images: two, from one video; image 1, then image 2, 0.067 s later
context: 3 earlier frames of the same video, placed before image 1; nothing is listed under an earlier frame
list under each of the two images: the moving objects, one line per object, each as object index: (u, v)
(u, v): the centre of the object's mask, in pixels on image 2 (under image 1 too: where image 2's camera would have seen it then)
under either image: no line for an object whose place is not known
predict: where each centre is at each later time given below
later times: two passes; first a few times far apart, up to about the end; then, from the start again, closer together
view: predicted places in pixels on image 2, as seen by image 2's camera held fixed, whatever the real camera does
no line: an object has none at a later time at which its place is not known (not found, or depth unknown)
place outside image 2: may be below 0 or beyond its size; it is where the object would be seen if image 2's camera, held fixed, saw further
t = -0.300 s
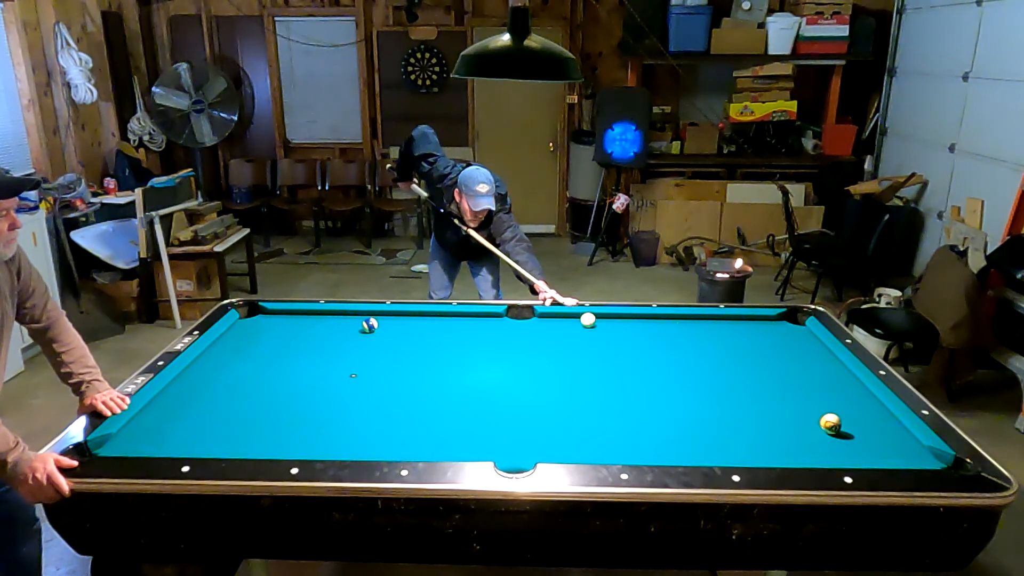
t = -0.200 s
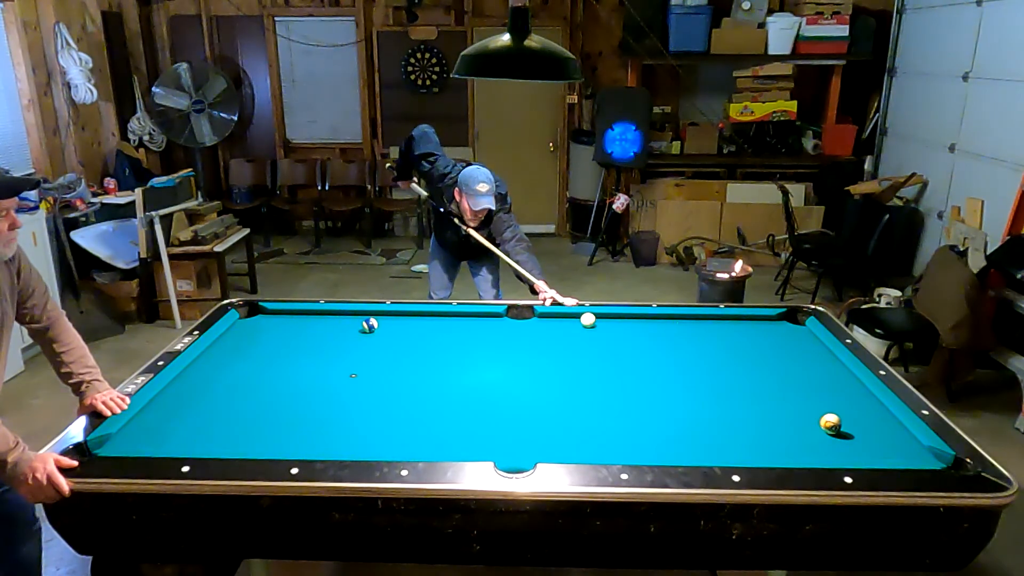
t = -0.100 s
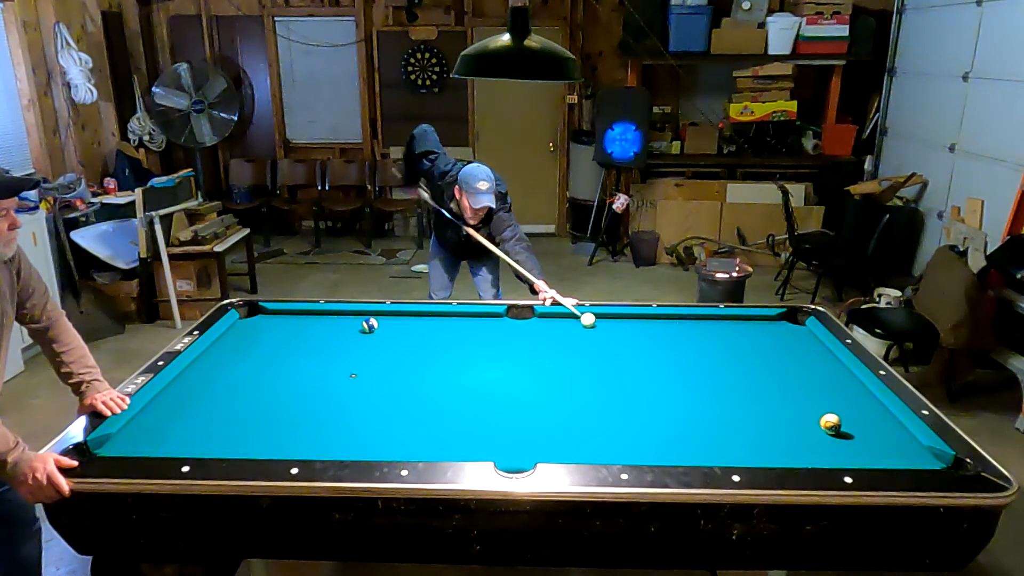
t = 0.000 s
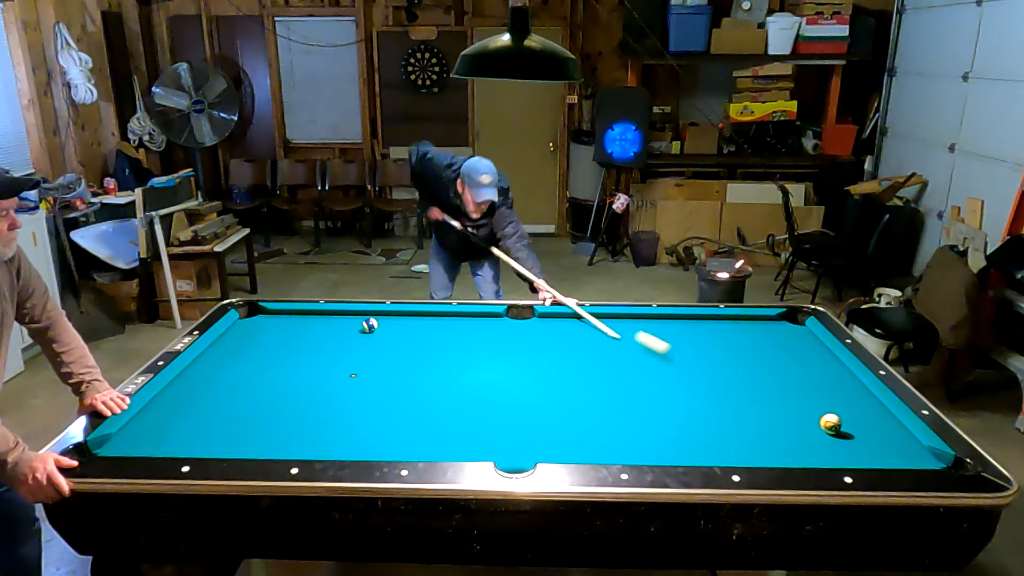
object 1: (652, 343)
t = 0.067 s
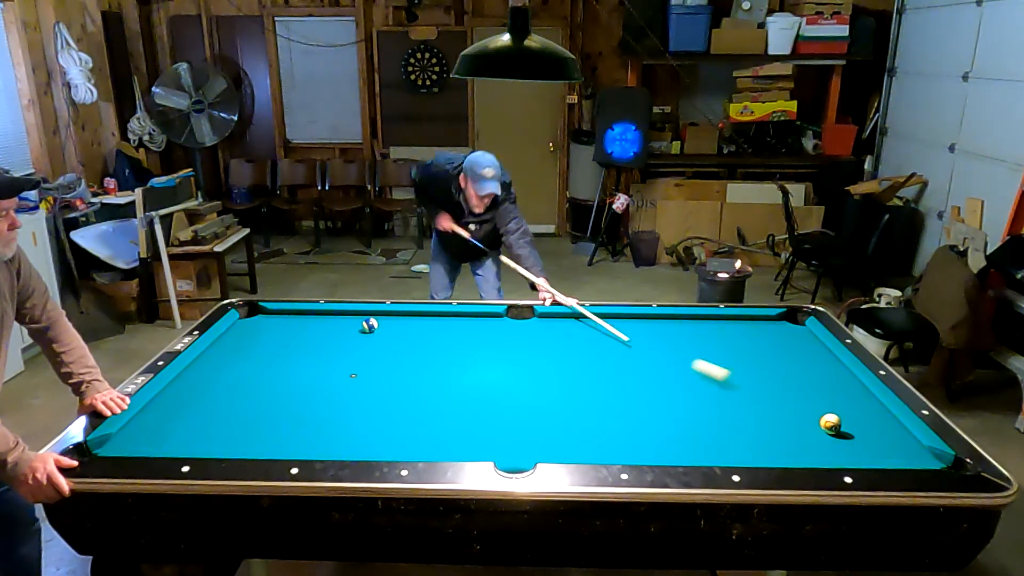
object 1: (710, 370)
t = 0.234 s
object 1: (809, 420)
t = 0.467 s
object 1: (811, 437)
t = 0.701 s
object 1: (814, 451)
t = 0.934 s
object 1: (798, 447)
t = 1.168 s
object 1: (782, 438)
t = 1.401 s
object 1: (768, 430)
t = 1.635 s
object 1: (757, 424)
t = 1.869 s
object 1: (747, 419)
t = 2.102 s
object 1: (740, 414)
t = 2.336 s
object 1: (734, 411)
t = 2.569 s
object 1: (729, 408)
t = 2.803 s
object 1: (725, 407)
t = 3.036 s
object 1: (724, 407)
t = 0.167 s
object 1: (807, 413)
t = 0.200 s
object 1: (810, 417)
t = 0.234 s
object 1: (809, 420)
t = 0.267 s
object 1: (809, 423)
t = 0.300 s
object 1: (809, 425)
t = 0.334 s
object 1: (810, 428)
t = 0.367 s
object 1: (810, 430)
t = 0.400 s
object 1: (810, 433)
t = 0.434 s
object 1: (811, 435)
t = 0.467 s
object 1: (811, 437)
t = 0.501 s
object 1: (812, 440)
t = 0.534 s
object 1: (812, 442)
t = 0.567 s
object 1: (813, 445)
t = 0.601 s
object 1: (813, 447)
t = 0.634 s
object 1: (814, 448)
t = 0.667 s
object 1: (814, 450)
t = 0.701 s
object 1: (814, 451)
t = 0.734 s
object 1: (813, 452)
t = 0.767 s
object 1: (811, 451)
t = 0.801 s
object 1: (808, 450)
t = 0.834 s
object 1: (805, 450)
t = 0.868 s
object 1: (803, 448)
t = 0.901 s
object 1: (801, 448)
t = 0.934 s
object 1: (798, 447)
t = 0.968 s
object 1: (796, 445)
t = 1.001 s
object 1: (793, 444)
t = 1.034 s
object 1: (791, 443)
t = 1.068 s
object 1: (789, 441)
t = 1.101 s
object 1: (787, 440)
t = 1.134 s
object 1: (785, 439)
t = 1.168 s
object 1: (782, 438)
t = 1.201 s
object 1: (780, 437)
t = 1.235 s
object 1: (778, 436)
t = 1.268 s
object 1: (776, 434)
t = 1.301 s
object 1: (774, 433)
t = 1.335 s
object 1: (772, 432)
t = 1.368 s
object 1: (770, 431)
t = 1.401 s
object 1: (768, 430)
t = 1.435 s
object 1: (767, 429)
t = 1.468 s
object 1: (765, 428)
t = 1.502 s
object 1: (763, 427)
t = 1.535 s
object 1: (761, 426)
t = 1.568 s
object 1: (760, 426)
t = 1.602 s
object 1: (758, 425)
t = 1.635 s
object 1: (757, 424)
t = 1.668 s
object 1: (755, 423)
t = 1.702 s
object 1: (754, 422)
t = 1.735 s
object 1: (753, 422)
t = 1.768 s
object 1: (751, 421)
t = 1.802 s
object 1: (750, 420)
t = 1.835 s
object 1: (749, 419)
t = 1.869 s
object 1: (747, 419)
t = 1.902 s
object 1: (746, 418)
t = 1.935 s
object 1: (745, 417)
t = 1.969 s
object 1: (744, 417)
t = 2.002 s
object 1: (743, 416)
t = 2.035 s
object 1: (742, 415)
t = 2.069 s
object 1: (741, 415)
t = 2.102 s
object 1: (740, 414)
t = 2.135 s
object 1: (739, 414)
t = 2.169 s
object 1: (738, 413)
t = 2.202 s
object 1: (737, 412)
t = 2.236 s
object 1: (736, 412)
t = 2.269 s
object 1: (735, 411)
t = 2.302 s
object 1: (734, 411)
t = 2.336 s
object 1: (734, 411)
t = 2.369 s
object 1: (733, 411)
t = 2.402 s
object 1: (732, 410)
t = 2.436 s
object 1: (731, 410)
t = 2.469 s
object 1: (731, 409)
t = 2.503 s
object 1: (730, 409)
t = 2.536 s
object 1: (729, 409)
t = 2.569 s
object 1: (729, 408)
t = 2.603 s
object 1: (728, 408)
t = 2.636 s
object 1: (728, 408)
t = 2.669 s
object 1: (727, 408)
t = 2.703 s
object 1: (727, 407)
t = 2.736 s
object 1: (726, 407)
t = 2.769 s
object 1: (726, 407)
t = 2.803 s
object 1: (725, 407)
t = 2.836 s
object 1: (725, 407)
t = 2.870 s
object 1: (724, 407)
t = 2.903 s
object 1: (724, 407)
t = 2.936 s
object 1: (724, 407)
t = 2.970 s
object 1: (724, 407)
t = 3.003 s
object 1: (724, 407)
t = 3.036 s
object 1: (724, 407)
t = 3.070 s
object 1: (724, 407)
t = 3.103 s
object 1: (724, 407)
